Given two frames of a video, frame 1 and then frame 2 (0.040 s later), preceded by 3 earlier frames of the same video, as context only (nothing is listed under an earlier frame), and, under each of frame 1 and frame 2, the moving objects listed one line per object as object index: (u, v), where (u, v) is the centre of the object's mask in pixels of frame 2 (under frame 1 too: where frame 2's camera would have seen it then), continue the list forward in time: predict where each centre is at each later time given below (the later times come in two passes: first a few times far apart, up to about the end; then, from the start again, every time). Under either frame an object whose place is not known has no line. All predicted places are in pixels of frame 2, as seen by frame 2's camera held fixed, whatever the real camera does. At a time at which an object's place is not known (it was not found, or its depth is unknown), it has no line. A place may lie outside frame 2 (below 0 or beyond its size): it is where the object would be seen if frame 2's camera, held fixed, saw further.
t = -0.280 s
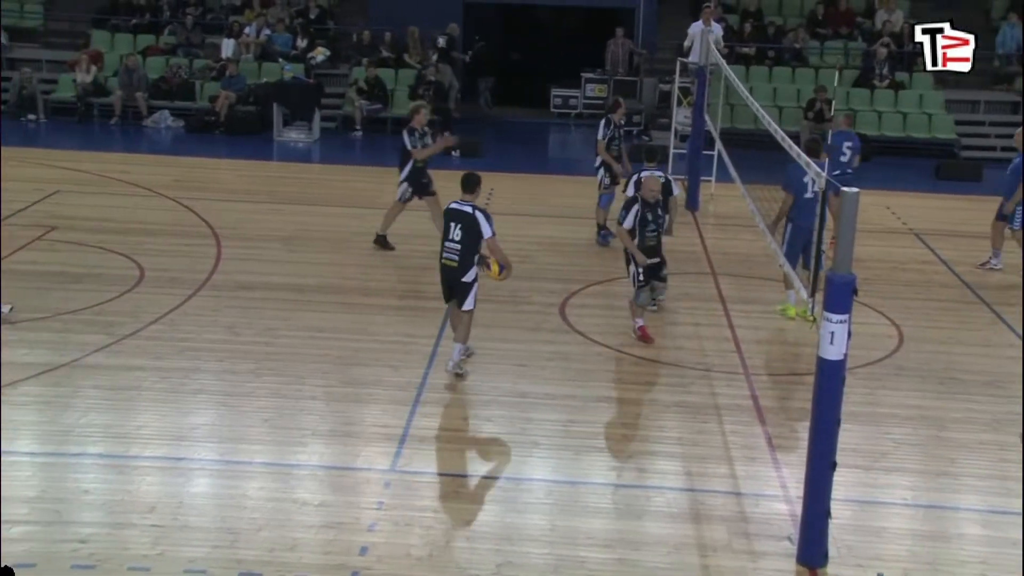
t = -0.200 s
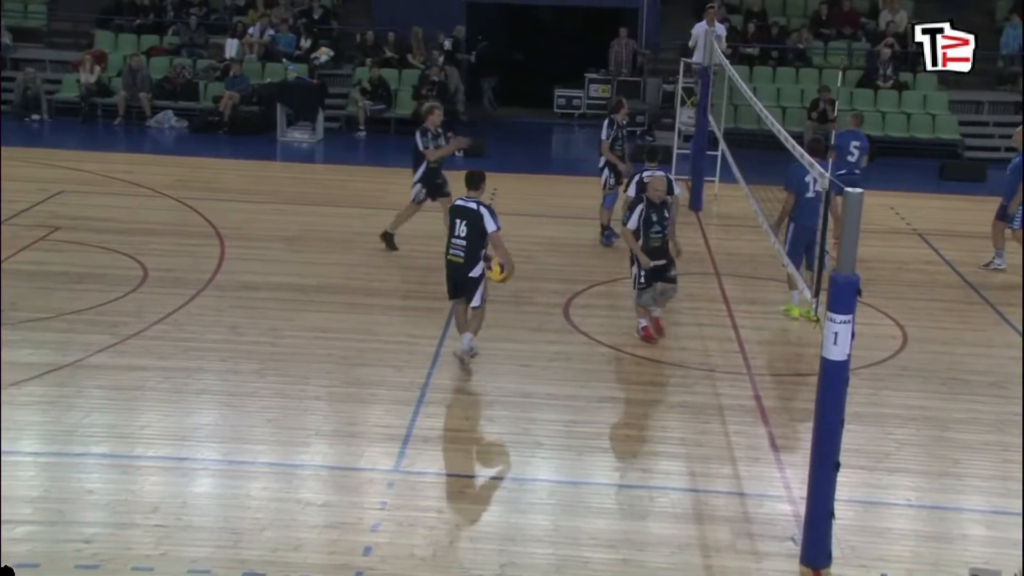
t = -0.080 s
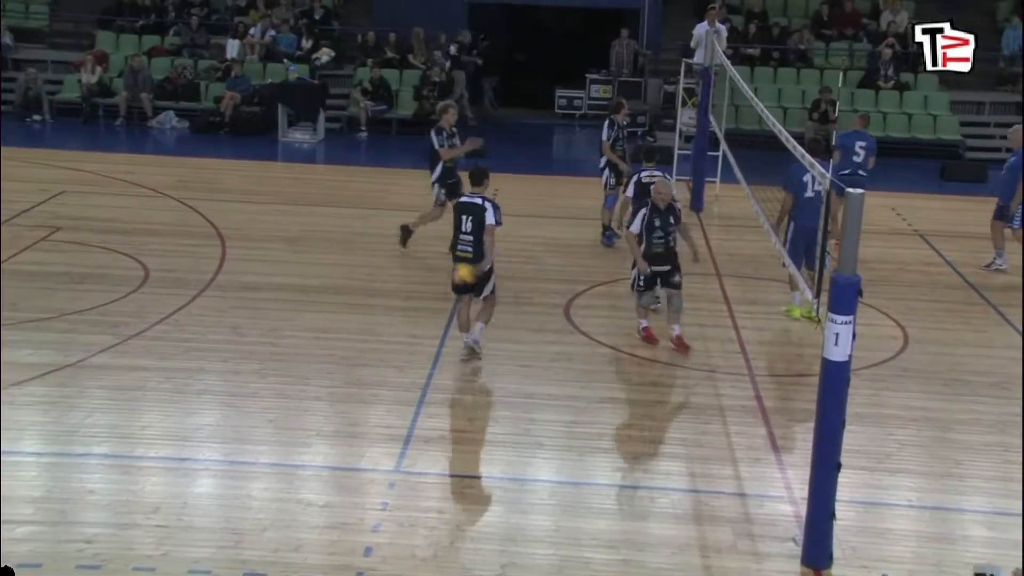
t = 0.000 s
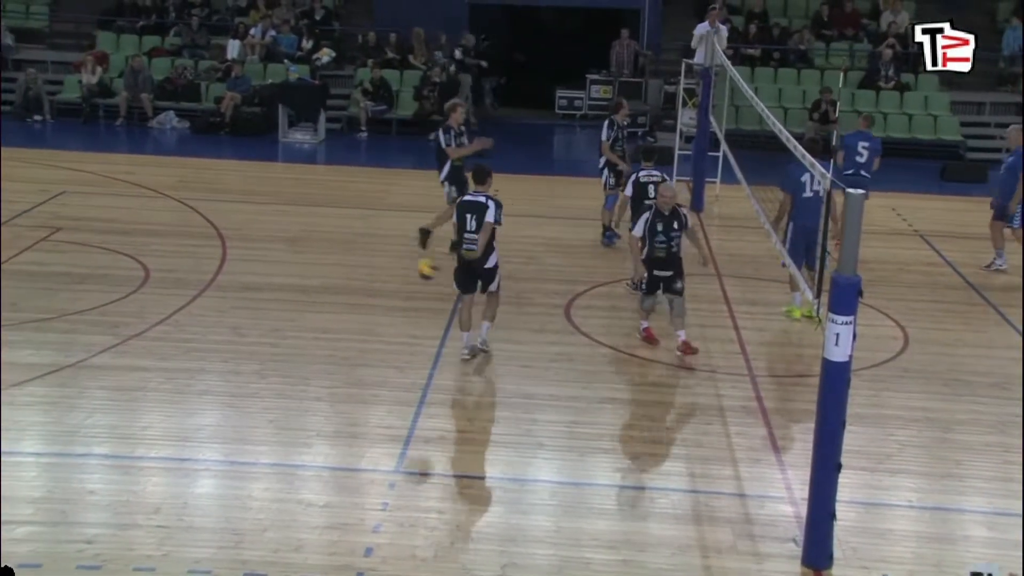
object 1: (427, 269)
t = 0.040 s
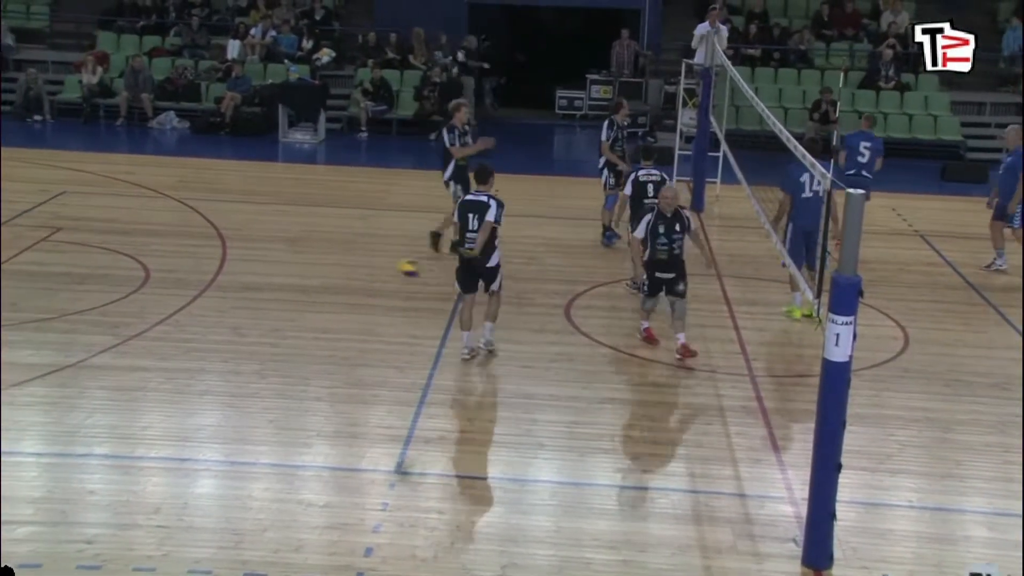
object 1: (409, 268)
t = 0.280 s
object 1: (296, 308)
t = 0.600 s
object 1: (168, 329)
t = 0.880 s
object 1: (75, 309)
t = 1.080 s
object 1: (12, 346)
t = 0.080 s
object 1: (390, 273)
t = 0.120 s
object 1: (370, 275)
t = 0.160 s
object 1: (352, 282)
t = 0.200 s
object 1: (333, 288)
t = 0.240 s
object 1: (314, 298)
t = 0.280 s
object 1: (296, 308)
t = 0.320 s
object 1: (279, 318)
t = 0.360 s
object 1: (259, 332)
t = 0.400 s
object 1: (242, 346)
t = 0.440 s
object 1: (223, 365)
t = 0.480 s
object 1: (207, 364)
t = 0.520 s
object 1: (194, 350)
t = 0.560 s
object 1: (180, 340)
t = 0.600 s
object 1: (168, 329)
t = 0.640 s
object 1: (153, 321)
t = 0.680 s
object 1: (142, 316)
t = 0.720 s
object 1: (128, 311)
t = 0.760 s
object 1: (114, 309)
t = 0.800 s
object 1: (99, 308)
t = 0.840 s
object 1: (86, 308)
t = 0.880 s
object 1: (75, 309)
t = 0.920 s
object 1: (63, 313)
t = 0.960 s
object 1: (49, 319)
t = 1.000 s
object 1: (37, 326)
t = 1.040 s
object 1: (24, 336)
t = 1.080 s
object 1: (12, 346)
